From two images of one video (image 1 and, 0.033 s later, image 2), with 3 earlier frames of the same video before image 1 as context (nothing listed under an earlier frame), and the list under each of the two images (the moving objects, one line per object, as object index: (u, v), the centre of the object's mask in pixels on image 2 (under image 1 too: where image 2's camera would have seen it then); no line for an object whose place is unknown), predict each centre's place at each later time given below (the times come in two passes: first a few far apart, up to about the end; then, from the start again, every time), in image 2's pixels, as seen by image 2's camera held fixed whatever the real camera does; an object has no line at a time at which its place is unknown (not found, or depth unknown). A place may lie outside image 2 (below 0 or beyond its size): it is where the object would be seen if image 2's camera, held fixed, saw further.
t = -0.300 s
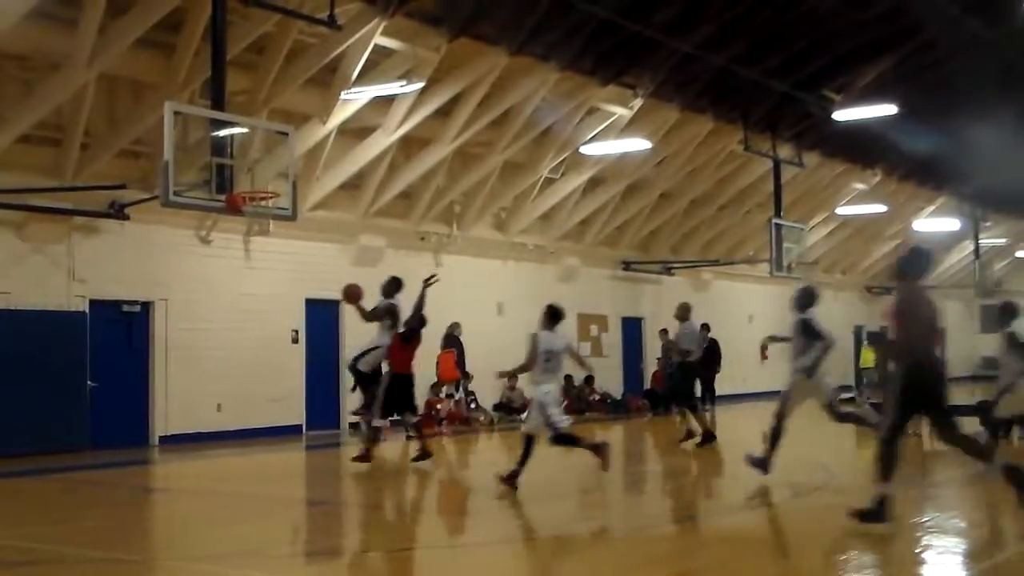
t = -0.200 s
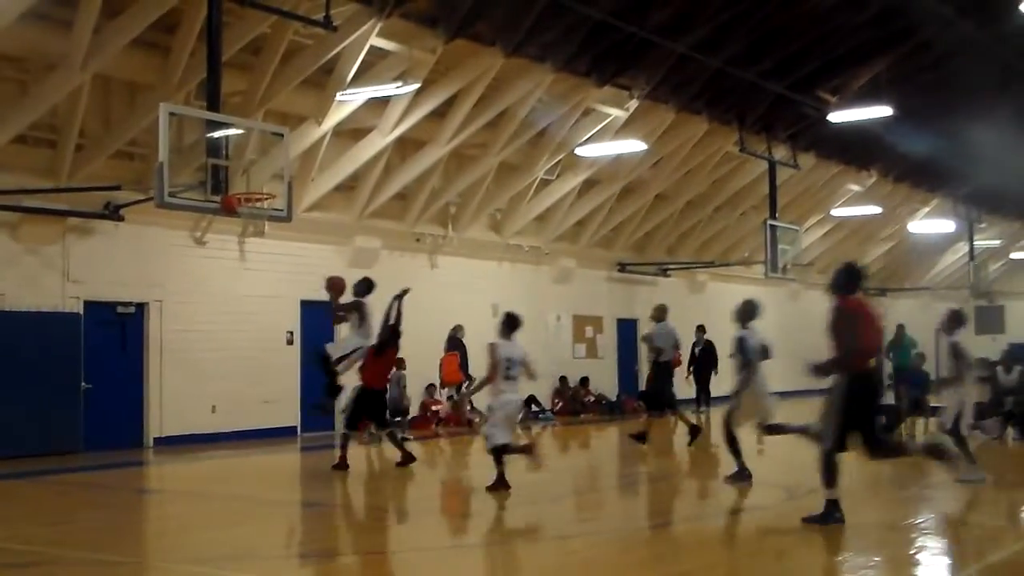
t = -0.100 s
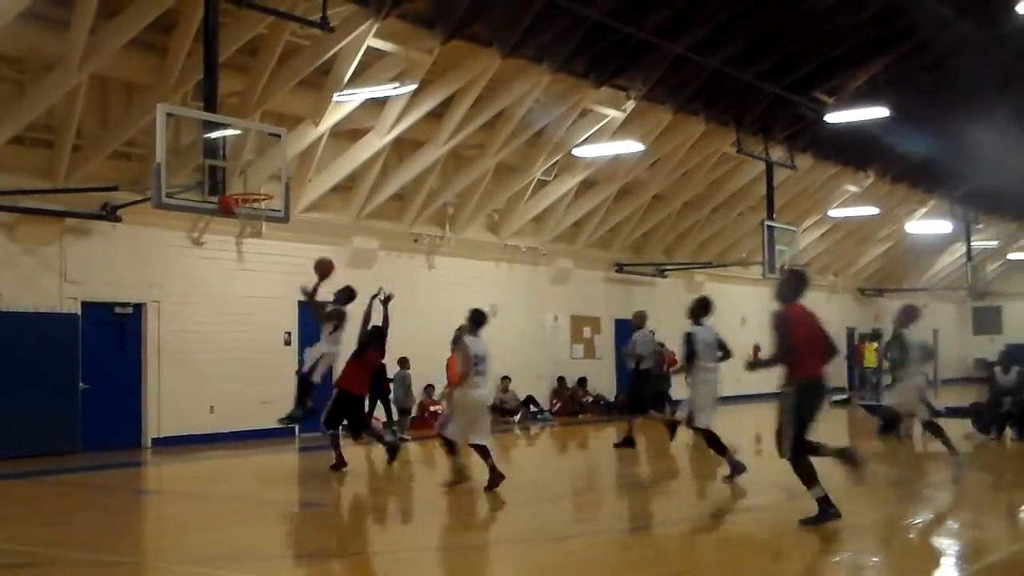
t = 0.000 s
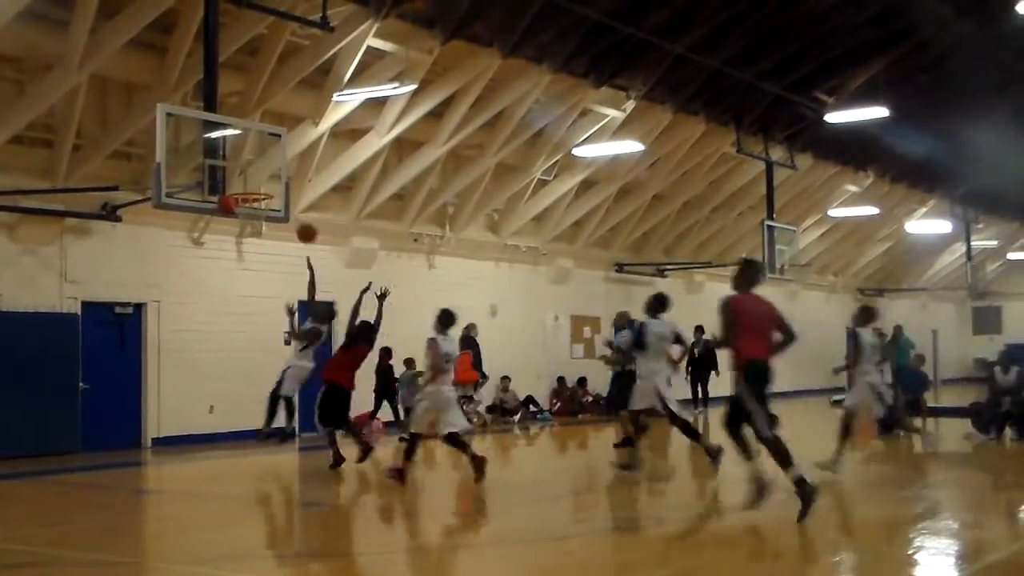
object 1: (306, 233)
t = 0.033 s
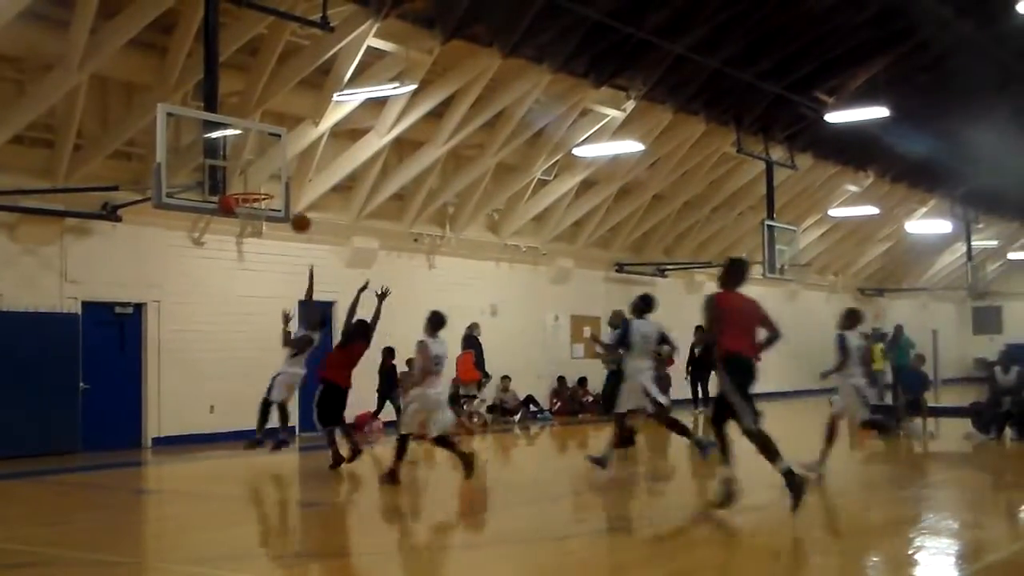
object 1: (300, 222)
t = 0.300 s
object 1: (263, 177)
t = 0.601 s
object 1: (267, 181)
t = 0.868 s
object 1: (256, 191)
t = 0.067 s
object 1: (294, 213)
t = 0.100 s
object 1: (287, 204)
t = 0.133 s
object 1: (280, 196)
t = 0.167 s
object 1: (273, 189)
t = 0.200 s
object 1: (266, 184)
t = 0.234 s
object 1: (262, 180)
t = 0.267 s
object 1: (262, 178)
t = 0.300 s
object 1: (263, 177)
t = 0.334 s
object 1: (264, 176)
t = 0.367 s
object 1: (264, 176)
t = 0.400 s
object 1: (266, 177)
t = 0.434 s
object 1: (267, 179)
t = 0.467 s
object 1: (268, 182)
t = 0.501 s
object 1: (269, 185)
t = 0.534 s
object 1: (268, 184)
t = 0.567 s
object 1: (268, 182)
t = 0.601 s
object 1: (267, 181)
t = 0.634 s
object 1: (266, 181)
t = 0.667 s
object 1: (266, 181)
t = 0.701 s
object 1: (265, 183)
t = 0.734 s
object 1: (264, 185)
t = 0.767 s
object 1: (263, 186)
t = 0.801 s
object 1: (260, 187)
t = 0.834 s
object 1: (258, 188)
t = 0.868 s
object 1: (256, 191)
